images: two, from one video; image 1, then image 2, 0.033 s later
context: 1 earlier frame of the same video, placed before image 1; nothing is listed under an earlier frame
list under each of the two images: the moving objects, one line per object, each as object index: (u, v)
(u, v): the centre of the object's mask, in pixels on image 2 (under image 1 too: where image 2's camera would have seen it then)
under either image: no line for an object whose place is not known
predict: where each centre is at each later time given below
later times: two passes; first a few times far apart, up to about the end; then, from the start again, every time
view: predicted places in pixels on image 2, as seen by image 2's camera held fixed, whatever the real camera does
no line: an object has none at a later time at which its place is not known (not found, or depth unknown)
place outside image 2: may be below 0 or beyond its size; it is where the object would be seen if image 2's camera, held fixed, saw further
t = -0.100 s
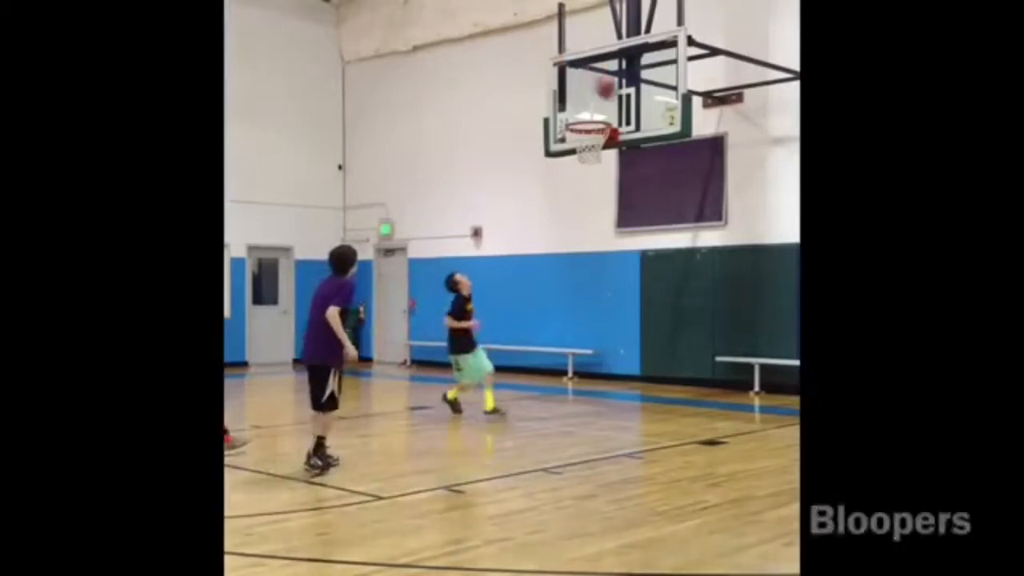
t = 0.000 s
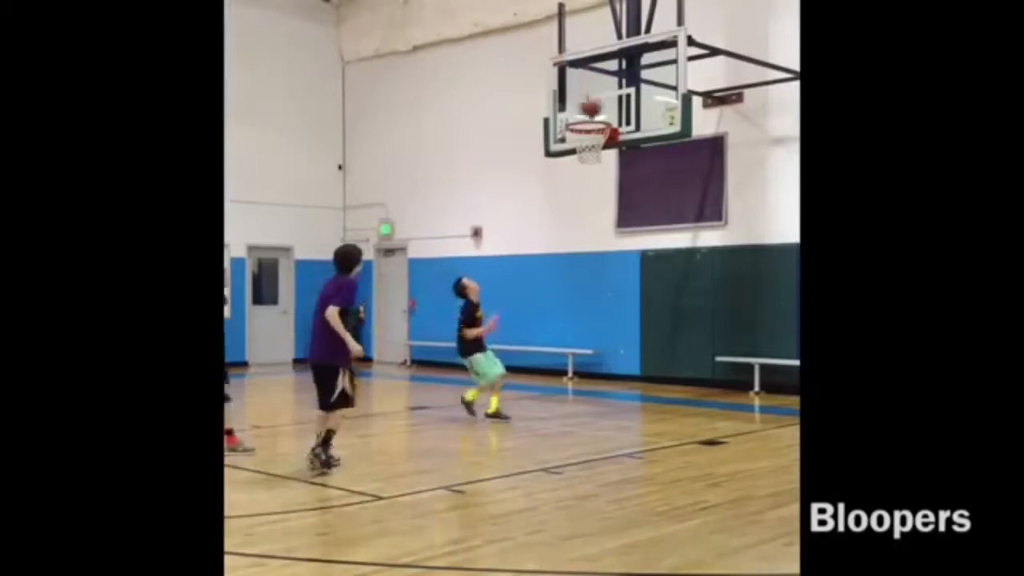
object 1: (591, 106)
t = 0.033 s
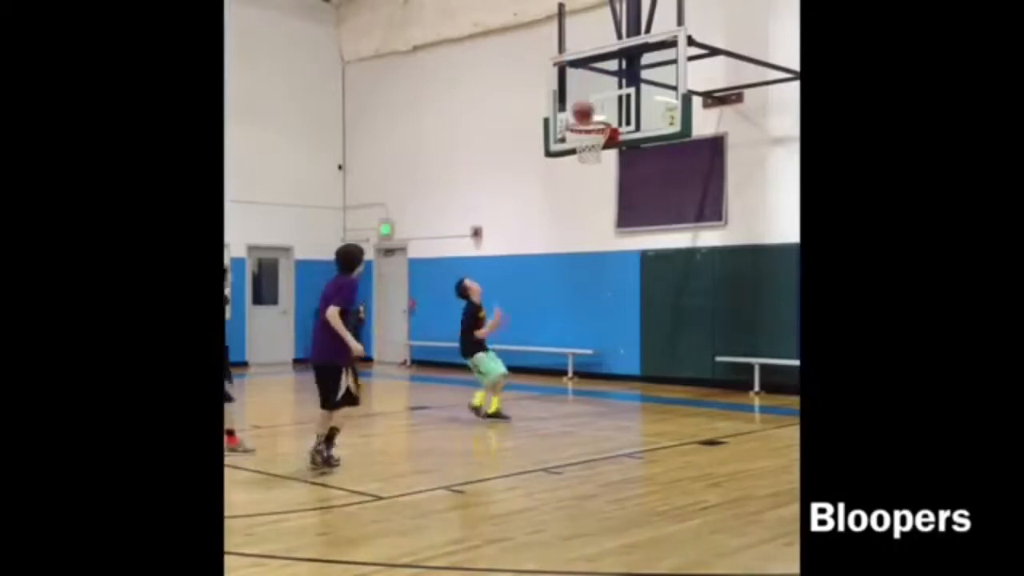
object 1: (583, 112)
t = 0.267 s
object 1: (550, 81)
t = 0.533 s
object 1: (512, 107)
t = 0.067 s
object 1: (578, 103)
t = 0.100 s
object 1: (574, 99)
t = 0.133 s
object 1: (571, 93)
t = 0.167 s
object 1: (564, 88)
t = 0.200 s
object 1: (559, 85)
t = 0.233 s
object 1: (554, 82)
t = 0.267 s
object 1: (550, 81)
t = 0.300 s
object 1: (544, 80)
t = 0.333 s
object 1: (540, 81)
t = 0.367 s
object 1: (535, 83)
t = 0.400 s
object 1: (530, 85)
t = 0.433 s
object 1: (525, 89)
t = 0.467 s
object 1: (521, 94)
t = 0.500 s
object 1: (516, 100)
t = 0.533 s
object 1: (512, 107)
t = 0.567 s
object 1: (507, 116)
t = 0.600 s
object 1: (502, 125)
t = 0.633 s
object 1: (498, 135)
